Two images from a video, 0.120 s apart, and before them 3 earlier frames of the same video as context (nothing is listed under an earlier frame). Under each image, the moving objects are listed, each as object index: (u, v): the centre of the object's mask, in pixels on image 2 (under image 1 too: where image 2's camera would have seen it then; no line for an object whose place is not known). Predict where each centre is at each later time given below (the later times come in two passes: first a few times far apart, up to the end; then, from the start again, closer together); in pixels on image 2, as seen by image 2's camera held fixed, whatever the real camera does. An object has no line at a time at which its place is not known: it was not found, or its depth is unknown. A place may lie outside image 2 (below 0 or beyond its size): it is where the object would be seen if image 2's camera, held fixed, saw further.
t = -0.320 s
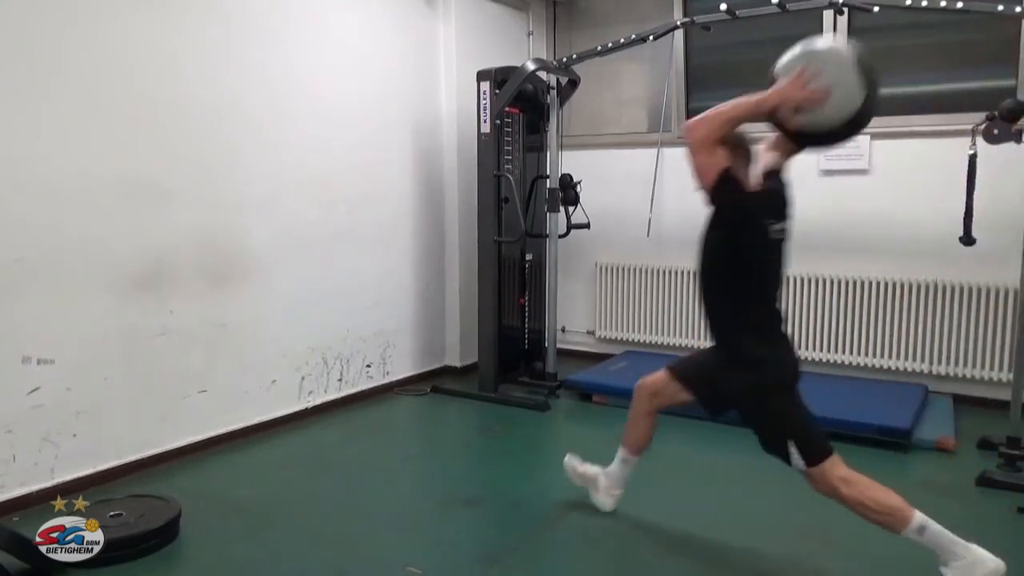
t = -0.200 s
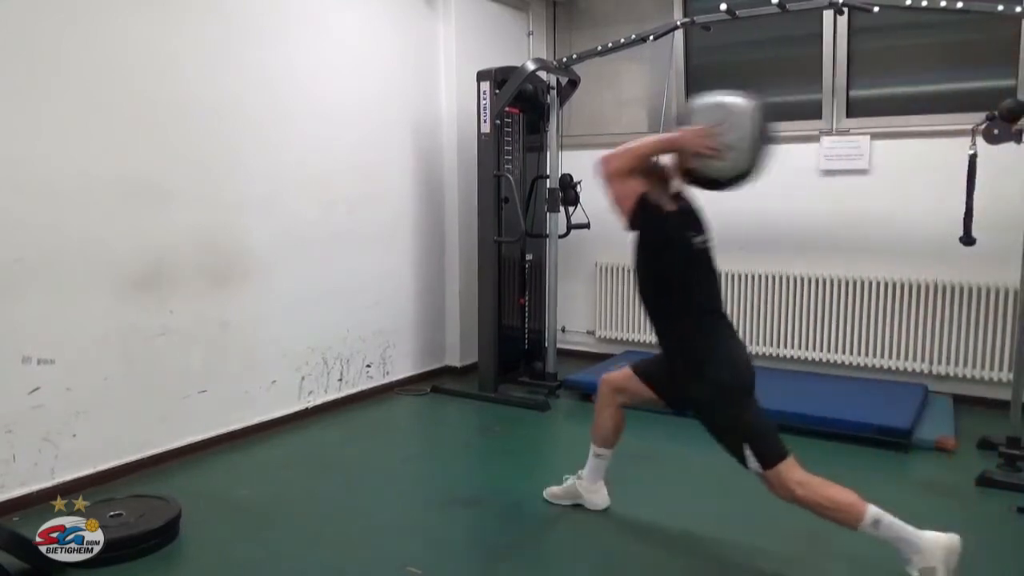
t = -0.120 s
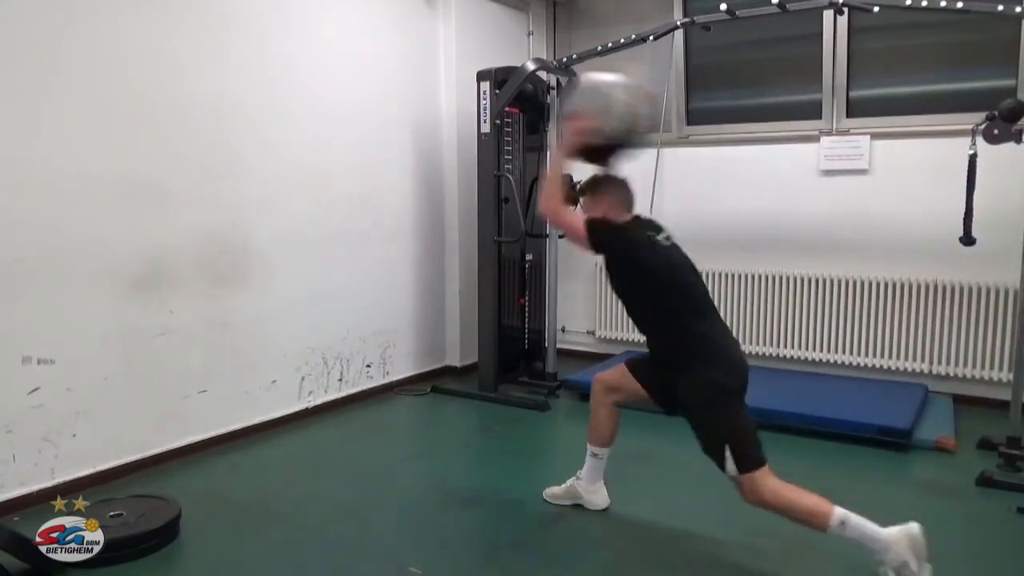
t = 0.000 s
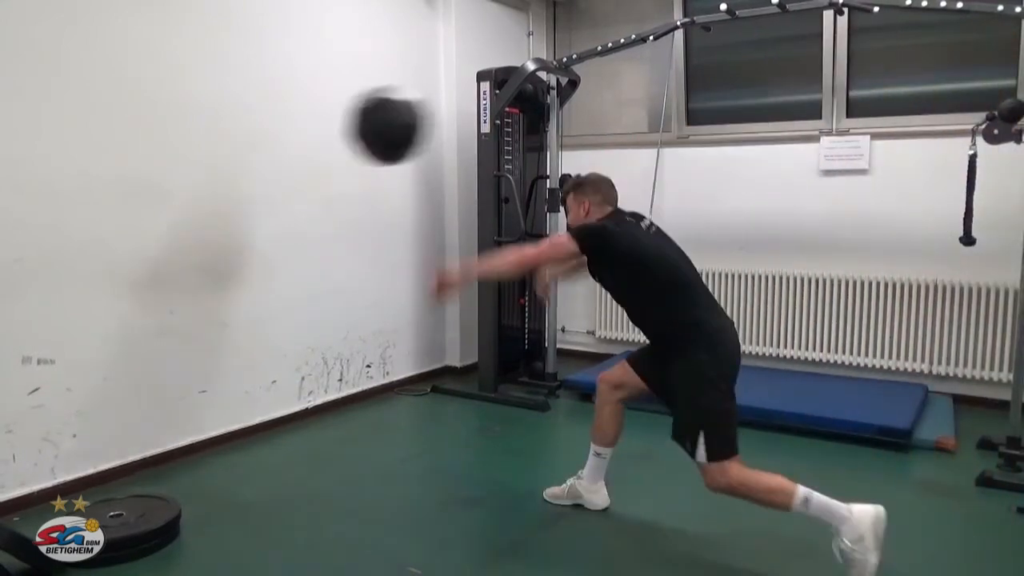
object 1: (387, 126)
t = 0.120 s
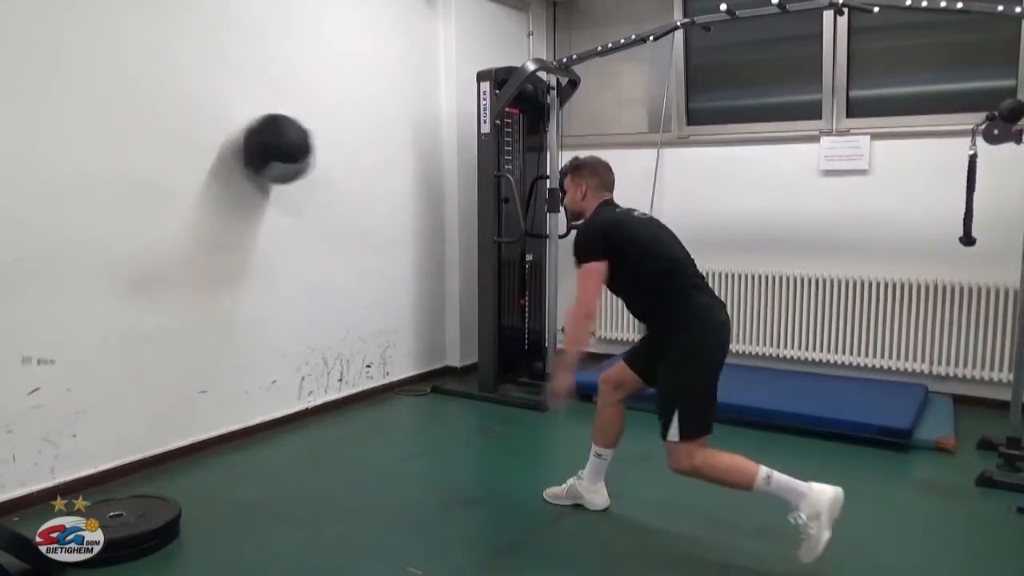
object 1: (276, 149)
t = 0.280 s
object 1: (378, 189)
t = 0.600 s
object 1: (631, 474)
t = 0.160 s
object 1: (300, 153)
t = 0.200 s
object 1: (326, 162)
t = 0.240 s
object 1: (351, 173)
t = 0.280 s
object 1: (378, 189)
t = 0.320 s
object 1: (407, 208)
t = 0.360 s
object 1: (436, 231)
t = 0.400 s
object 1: (467, 257)
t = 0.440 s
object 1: (497, 288)
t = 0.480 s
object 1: (531, 325)
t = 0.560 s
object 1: (599, 419)
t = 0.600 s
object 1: (631, 474)
